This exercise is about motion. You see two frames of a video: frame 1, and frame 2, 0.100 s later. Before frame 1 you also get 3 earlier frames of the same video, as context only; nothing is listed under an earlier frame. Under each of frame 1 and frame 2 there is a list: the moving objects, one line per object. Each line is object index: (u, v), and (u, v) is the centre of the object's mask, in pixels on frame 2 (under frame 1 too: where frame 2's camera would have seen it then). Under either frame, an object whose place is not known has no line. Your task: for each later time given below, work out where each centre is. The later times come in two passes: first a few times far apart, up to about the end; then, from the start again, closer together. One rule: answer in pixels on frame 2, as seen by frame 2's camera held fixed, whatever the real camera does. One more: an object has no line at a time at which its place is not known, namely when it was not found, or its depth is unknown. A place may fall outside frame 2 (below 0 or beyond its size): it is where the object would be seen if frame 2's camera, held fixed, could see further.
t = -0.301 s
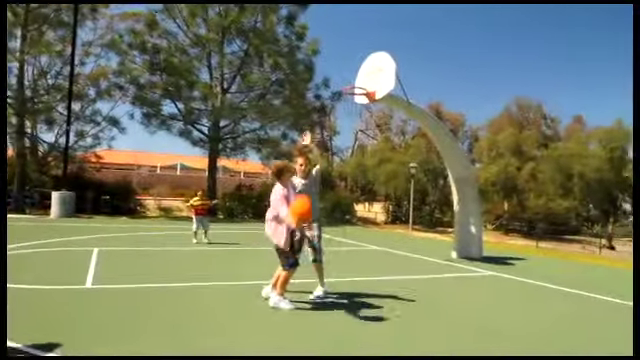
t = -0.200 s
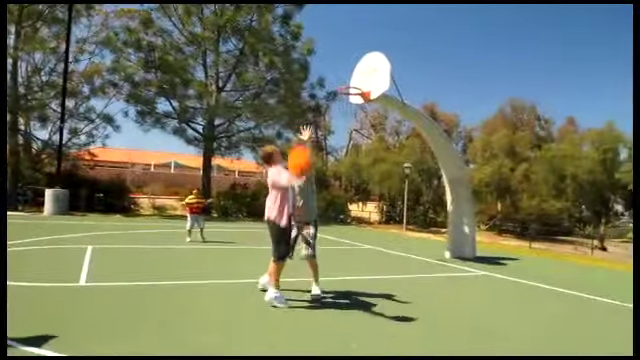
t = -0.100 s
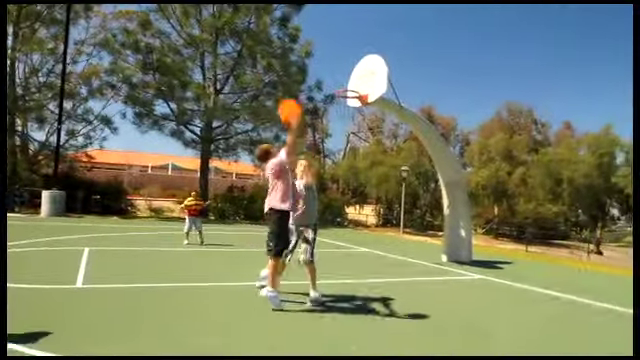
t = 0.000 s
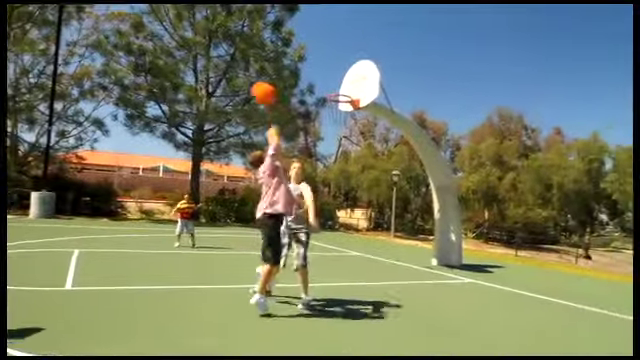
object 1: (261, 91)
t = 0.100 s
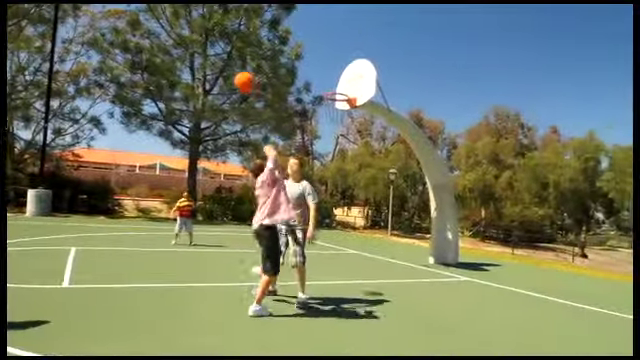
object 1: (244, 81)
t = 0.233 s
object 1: (228, 82)
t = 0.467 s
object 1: (203, 110)
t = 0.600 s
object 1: (191, 138)
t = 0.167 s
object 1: (237, 80)
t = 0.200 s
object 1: (231, 81)
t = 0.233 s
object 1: (228, 82)
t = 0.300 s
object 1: (218, 88)
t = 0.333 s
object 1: (214, 92)
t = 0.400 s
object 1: (209, 100)
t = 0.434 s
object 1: (206, 105)
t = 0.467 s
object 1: (203, 110)
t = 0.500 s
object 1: (198, 116)
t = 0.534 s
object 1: (196, 124)
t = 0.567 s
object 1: (194, 130)
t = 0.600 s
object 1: (191, 138)
